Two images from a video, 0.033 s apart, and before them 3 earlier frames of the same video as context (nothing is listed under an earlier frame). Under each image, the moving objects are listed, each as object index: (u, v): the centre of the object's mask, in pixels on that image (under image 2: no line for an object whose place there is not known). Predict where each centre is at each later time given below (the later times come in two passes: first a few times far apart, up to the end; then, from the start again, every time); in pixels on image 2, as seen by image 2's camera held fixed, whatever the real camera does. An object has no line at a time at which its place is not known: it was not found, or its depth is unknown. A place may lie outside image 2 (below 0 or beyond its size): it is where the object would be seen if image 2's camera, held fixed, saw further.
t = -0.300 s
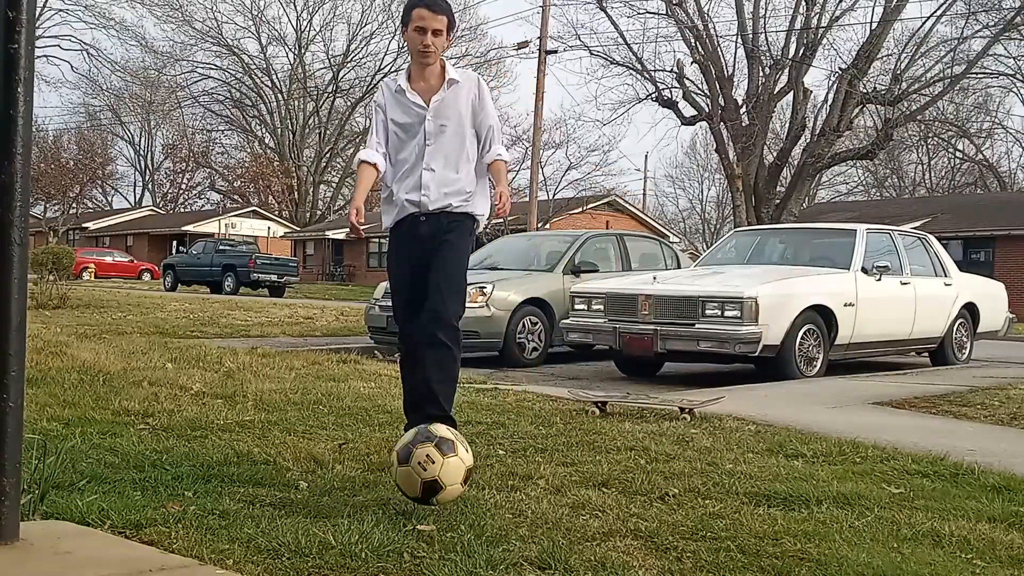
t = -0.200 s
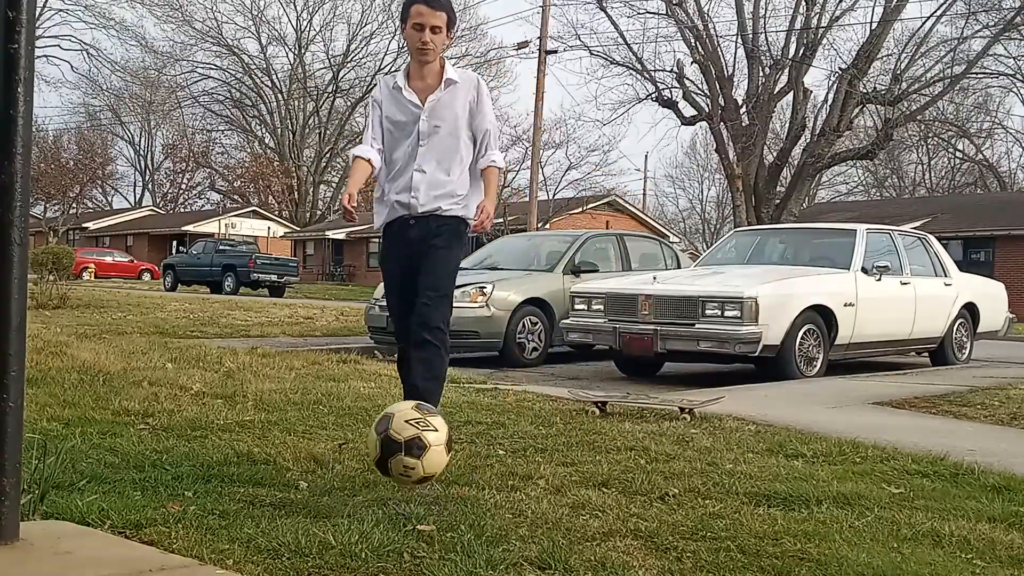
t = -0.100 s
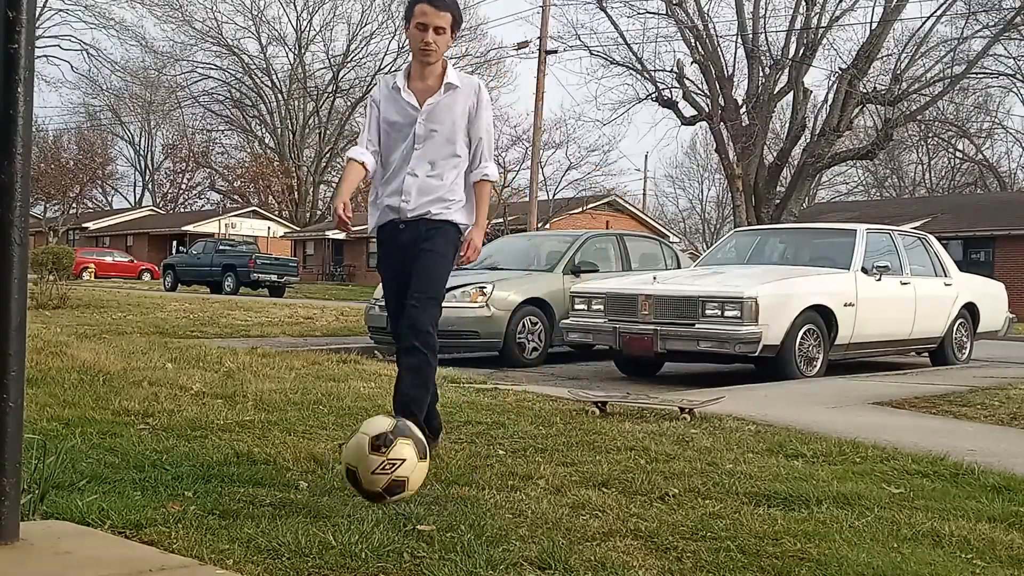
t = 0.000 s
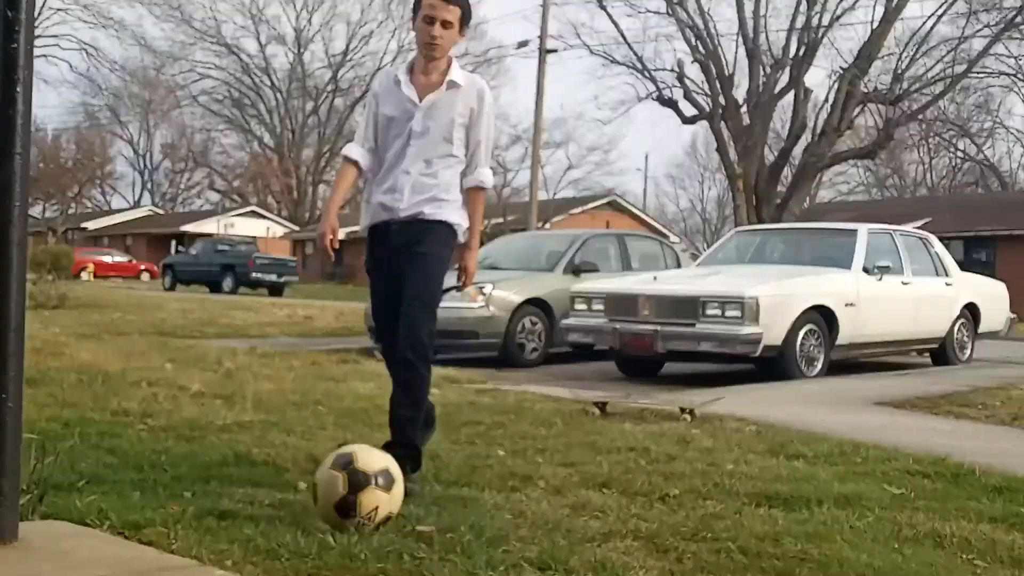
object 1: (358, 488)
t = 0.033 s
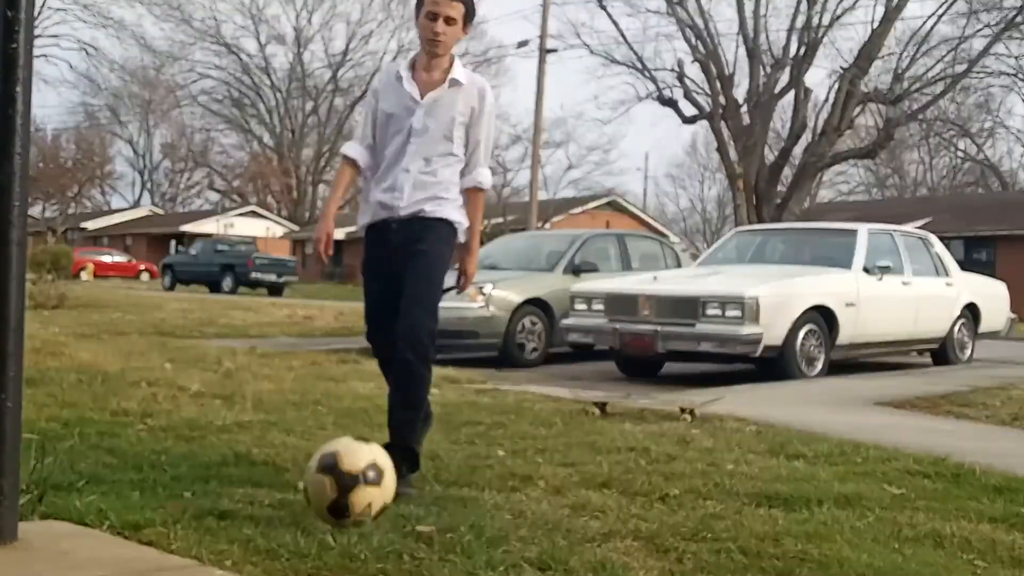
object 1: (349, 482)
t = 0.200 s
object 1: (306, 492)
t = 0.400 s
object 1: (269, 494)
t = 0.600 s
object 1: (233, 498)
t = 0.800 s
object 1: (202, 500)
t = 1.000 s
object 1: (174, 500)
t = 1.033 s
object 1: (173, 500)
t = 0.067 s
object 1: (341, 478)
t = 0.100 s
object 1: (332, 481)
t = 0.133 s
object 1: (323, 485)
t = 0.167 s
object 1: (313, 494)
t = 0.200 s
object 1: (306, 492)
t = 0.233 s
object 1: (300, 490)
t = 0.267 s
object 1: (293, 492)
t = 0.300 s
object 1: (287, 493)
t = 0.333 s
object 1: (281, 492)
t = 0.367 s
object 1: (276, 492)
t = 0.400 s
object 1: (269, 494)
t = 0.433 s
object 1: (263, 494)
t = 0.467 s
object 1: (256, 495)
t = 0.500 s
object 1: (250, 496)
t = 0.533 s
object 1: (245, 497)
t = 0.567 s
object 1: (239, 498)
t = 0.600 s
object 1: (233, 498)
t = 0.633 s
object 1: (228, 498)
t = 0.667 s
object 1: (222, 499)
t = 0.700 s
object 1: (218, 499)
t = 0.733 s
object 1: (213, 499)
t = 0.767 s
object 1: (208, 499)
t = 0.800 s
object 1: (202, 500)
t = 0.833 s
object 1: (197, 501)
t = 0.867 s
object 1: (191, 502)
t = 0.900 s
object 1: (185, 503)
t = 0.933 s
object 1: (179, 503)
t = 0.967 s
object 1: (176, 501)
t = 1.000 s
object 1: (174, 500)
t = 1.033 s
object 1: (173, 500)
